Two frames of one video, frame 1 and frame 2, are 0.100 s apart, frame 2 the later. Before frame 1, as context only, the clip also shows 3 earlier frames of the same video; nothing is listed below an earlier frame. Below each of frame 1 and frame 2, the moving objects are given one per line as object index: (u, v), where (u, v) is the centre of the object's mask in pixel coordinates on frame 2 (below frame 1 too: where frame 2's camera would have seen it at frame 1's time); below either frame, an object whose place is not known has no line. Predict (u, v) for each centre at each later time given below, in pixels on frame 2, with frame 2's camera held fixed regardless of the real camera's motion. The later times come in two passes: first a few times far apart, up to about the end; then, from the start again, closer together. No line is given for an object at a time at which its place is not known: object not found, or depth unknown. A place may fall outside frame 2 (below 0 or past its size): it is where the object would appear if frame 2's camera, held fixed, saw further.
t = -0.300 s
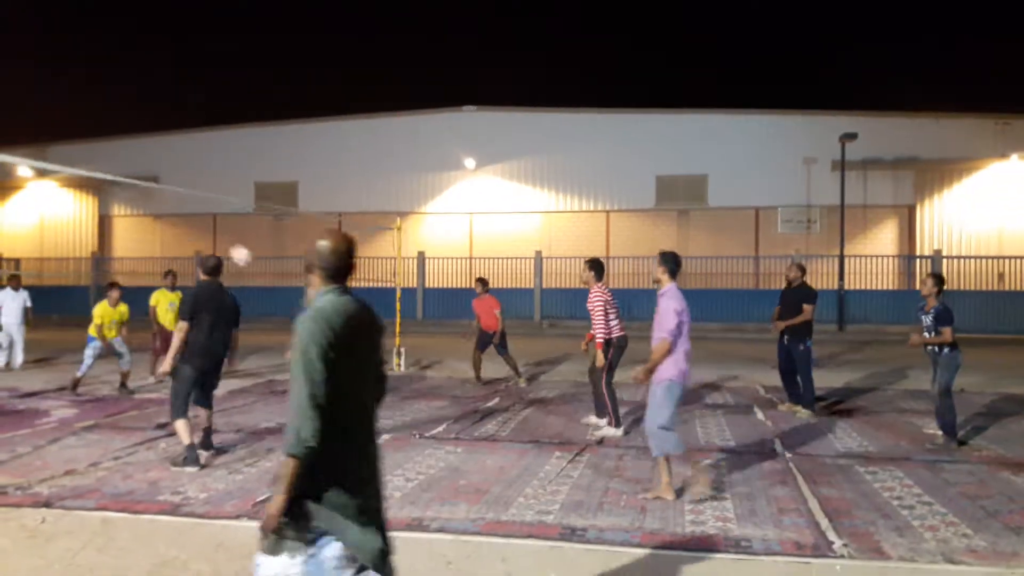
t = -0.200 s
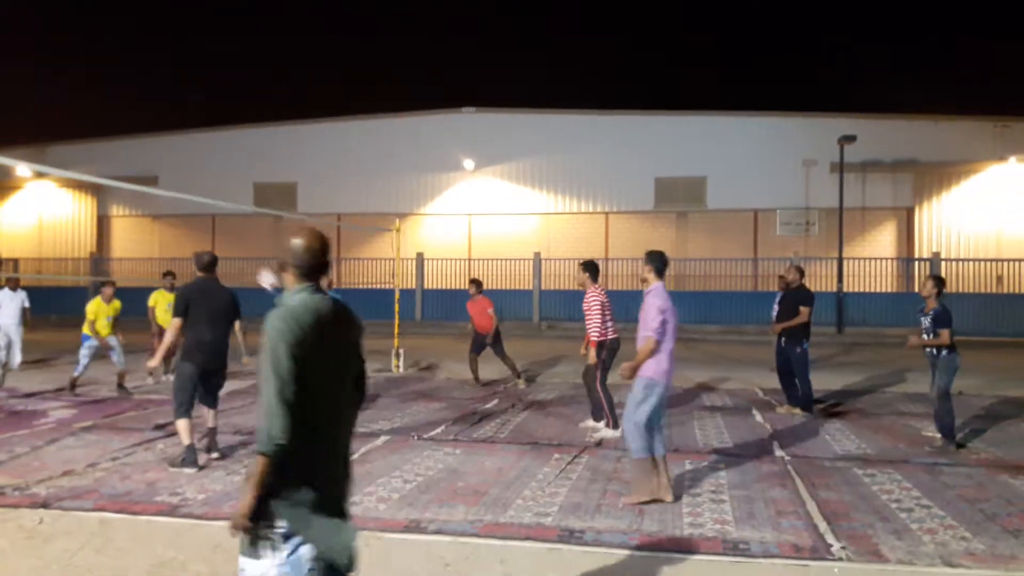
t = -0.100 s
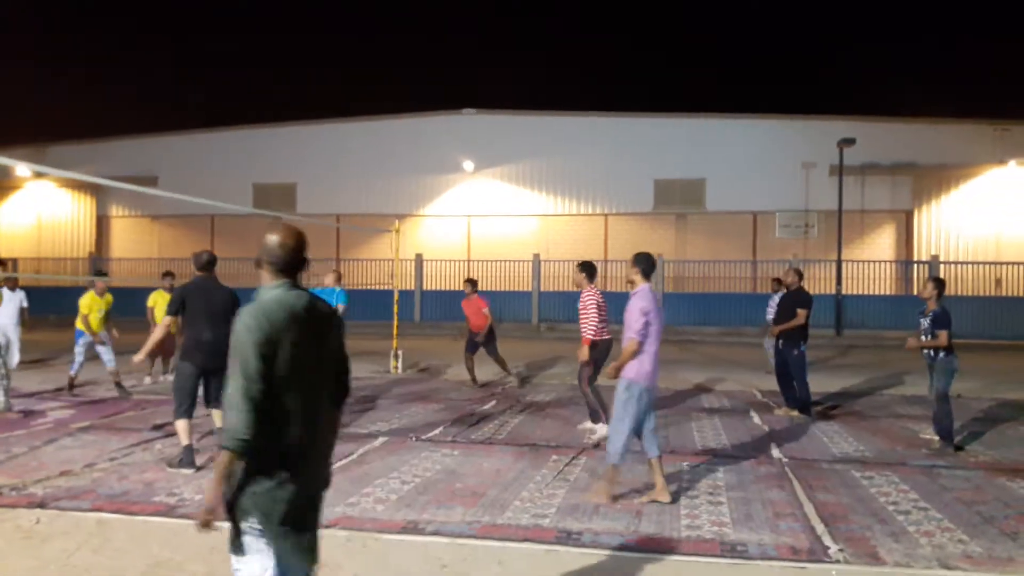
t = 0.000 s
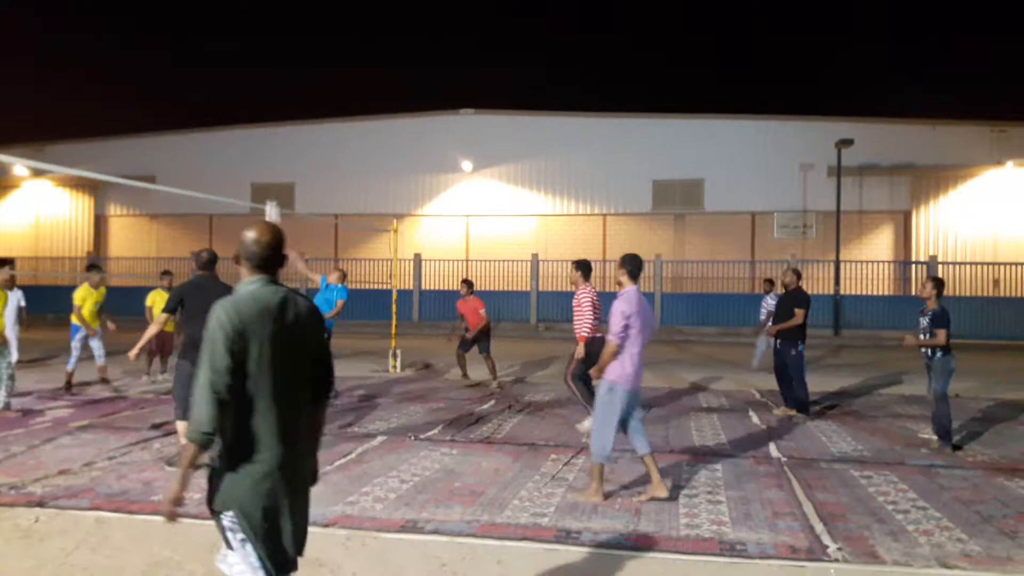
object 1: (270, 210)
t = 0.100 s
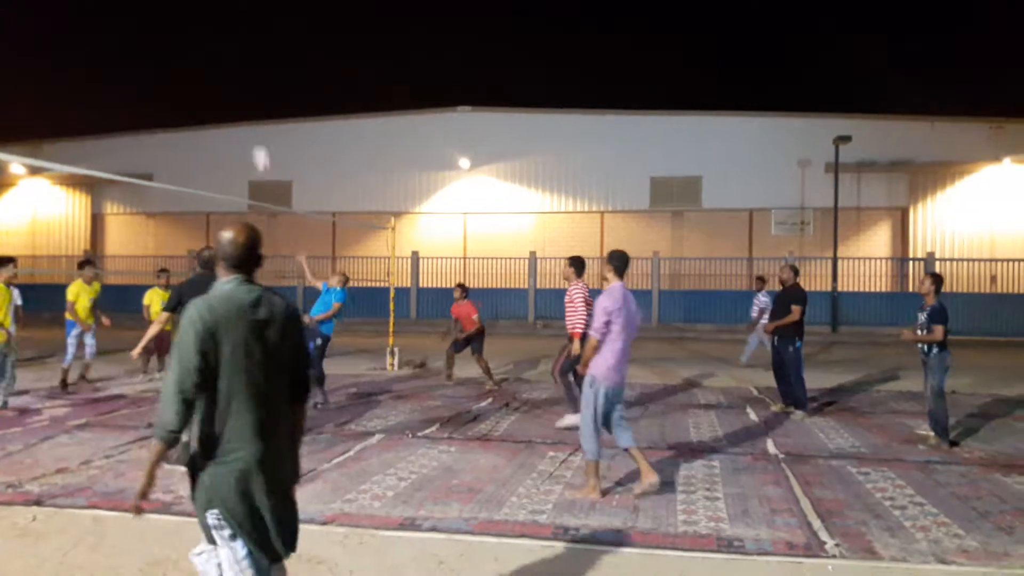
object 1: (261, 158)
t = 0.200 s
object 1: (255, 114)
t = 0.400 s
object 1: (242, 54)
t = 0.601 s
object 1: (230, 28)
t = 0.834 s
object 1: (218, 35)
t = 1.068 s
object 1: (206, 79)
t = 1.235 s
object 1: (197, 130)
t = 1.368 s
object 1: (190, 181)
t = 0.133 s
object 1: (258, 142)
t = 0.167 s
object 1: (257, 127)
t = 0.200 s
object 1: (255, 114)
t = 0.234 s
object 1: (253, 102)
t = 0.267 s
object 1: (251, 90)
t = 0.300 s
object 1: (248, 79)
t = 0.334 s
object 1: (246, 70)
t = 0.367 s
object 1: (244, 61)
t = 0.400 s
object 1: (242, 54)
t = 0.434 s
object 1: (240, 47)
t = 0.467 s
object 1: (238, 41)
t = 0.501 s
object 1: (236, 37)
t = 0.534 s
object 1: (234, 33)
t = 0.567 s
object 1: (232, 30)
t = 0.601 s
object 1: (230, 28)
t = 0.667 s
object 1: (226, 26)
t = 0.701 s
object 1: (224, 26)
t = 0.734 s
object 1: (223, 27)
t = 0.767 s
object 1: (221, 29)
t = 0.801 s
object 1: (219, 32)
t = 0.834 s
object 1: (218, 35)
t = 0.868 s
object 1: (216, 39)
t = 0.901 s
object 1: (215, 44)
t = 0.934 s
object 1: (212, 50)
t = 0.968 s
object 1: (210, 56)
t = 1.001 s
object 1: (208, 63)
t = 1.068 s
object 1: (206, 79)
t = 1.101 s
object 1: (204, 88)
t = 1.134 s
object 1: (201, 97)
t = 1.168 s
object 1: (200, 107)
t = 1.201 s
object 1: (199, 118)
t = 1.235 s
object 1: (197, 130)
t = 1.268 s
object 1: (195, 143)
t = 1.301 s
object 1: (194, 153)
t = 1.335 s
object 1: (193, 168)
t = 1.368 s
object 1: (190, 181)
